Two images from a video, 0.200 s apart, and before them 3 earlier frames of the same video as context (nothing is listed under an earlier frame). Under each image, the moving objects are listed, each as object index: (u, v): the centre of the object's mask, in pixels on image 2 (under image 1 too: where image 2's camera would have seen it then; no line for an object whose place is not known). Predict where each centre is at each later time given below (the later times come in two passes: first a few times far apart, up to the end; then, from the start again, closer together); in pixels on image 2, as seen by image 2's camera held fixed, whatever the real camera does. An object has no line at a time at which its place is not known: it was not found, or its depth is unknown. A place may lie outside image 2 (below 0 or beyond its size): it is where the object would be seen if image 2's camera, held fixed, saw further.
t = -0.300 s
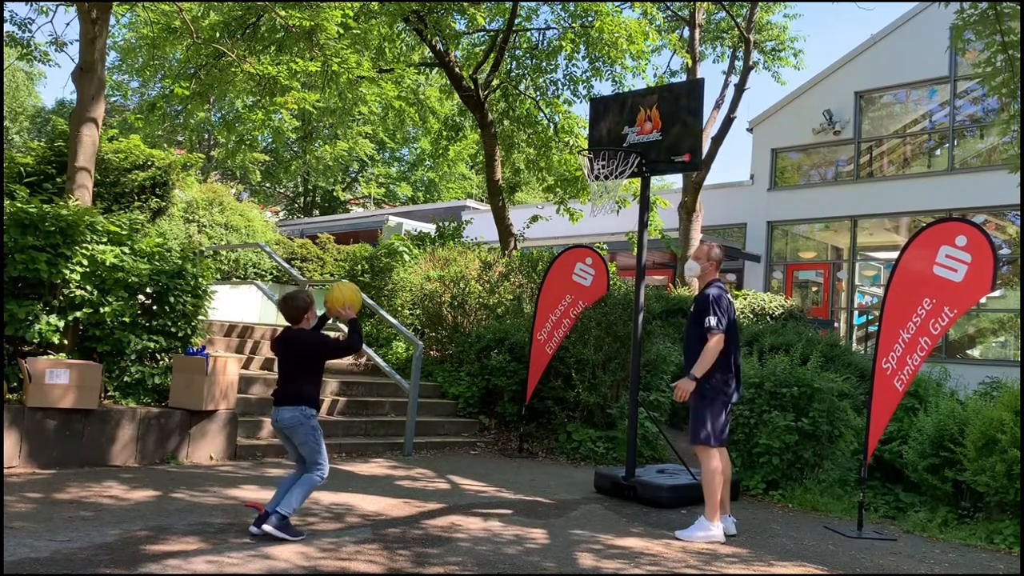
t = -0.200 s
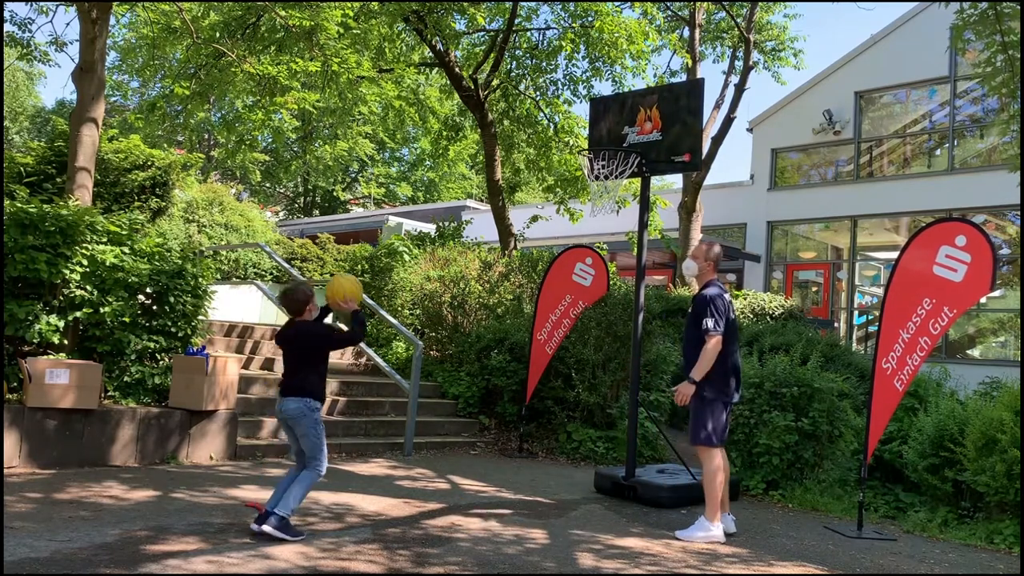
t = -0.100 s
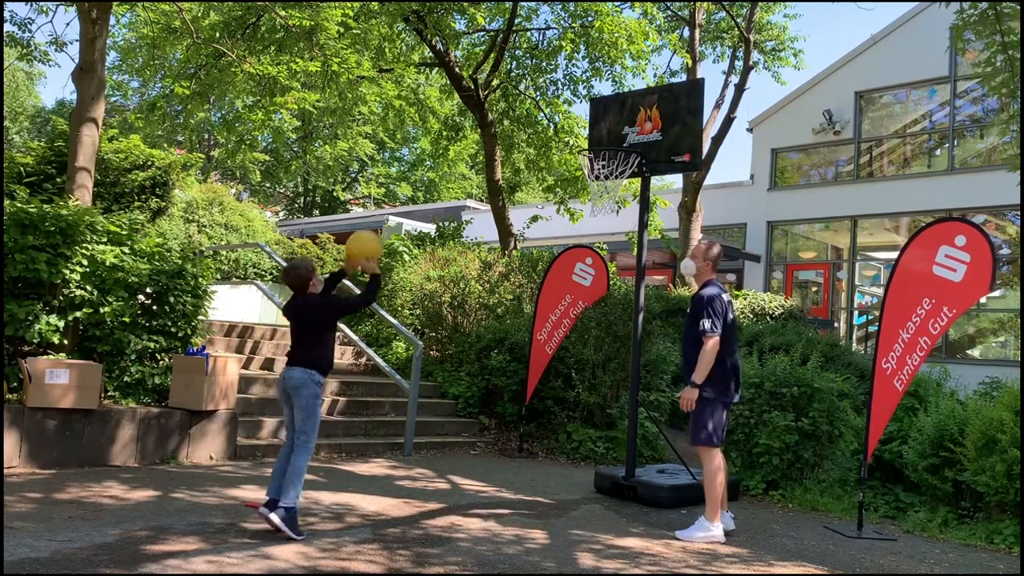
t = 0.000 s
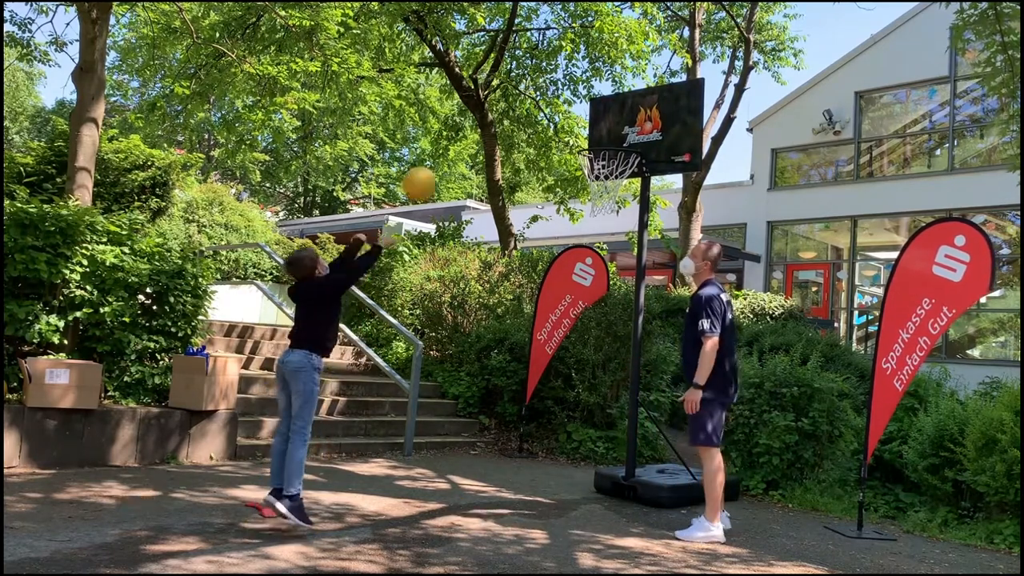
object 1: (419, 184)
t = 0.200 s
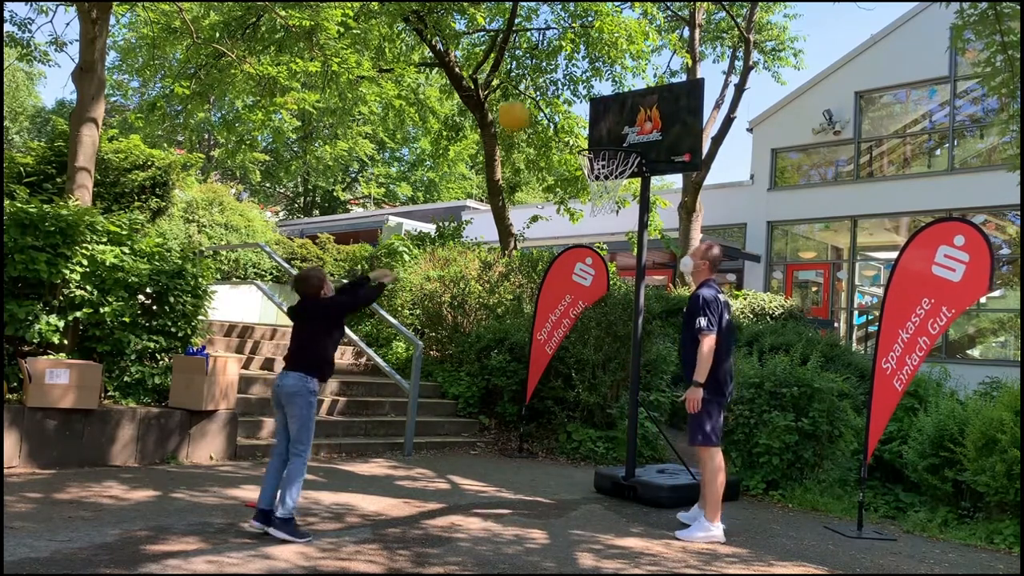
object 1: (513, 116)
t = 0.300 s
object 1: (551, 108)
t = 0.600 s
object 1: (627, 136)
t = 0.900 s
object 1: (577, 136)
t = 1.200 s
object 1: (512, 265)
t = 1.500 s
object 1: (427, 480)
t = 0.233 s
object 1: (526, 112)
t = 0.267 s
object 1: (539, 109)
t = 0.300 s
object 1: (551, 108)
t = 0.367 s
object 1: (575, 108)
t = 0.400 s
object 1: (587, 112)
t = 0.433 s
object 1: (597, 116)
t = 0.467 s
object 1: (607, 121)
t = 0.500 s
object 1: (617, 128)
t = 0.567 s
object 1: (632, 140)
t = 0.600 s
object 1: (627, 136)
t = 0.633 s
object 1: (622, 132)
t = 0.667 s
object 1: (617, 127)
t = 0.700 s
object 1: (613, 124)
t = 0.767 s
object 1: (602, 122)
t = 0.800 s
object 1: (596, 123)
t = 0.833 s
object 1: (590, 125)
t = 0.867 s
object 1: (584, 130)
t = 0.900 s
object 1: (577, 136)
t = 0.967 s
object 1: (564, 152)
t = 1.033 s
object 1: (551, 175)
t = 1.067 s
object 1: (543, 189)
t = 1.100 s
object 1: (536, 205)
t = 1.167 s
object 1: (519, 243)
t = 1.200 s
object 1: (512, 265)
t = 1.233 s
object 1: (503, 290)
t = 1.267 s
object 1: (494, 316)
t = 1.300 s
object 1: (485, 345)
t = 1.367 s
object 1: (465, 409)
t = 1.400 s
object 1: (455, 445)
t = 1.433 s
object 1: (444, 485)
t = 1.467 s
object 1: (433, 514)
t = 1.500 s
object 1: (427, 480)
